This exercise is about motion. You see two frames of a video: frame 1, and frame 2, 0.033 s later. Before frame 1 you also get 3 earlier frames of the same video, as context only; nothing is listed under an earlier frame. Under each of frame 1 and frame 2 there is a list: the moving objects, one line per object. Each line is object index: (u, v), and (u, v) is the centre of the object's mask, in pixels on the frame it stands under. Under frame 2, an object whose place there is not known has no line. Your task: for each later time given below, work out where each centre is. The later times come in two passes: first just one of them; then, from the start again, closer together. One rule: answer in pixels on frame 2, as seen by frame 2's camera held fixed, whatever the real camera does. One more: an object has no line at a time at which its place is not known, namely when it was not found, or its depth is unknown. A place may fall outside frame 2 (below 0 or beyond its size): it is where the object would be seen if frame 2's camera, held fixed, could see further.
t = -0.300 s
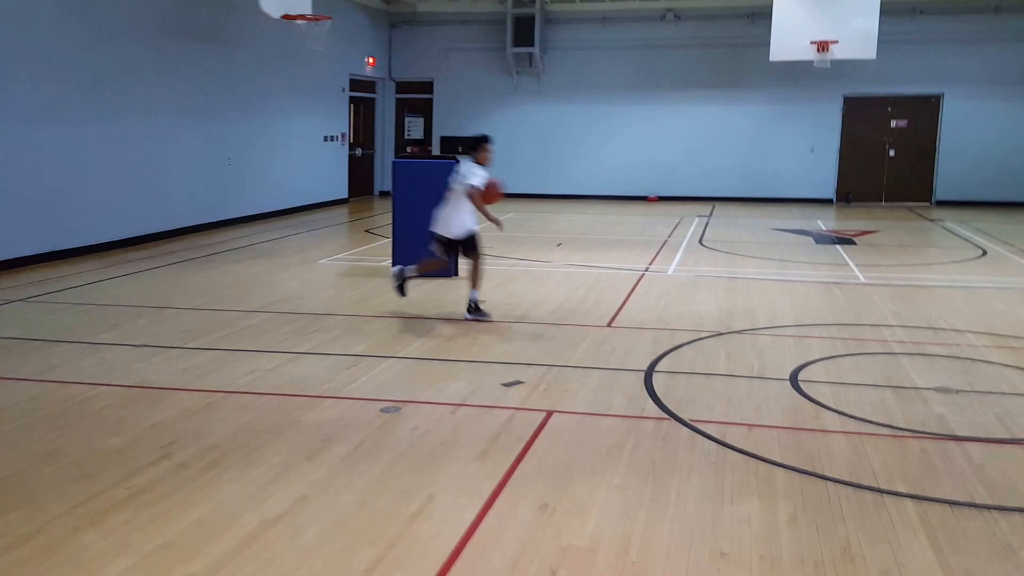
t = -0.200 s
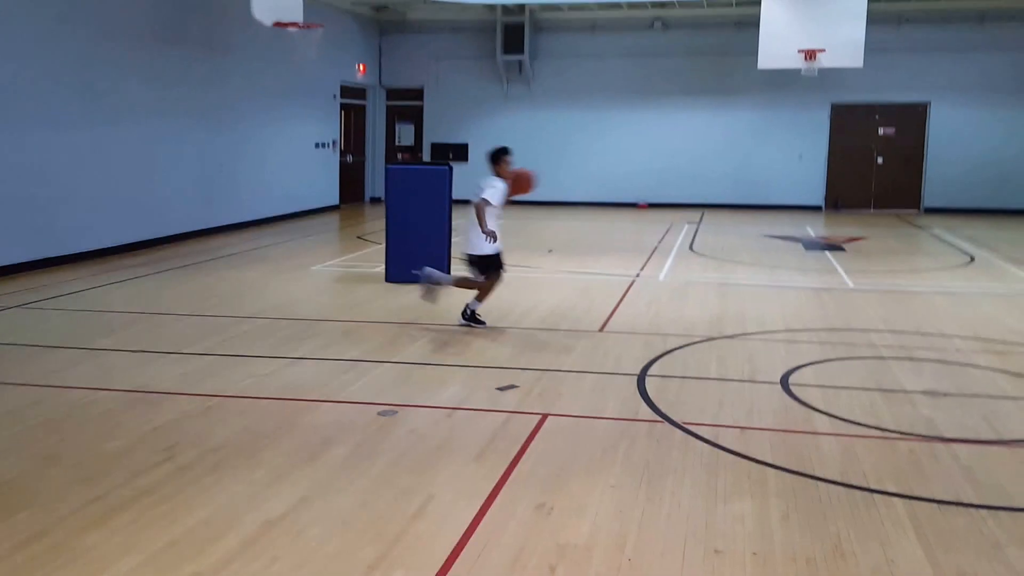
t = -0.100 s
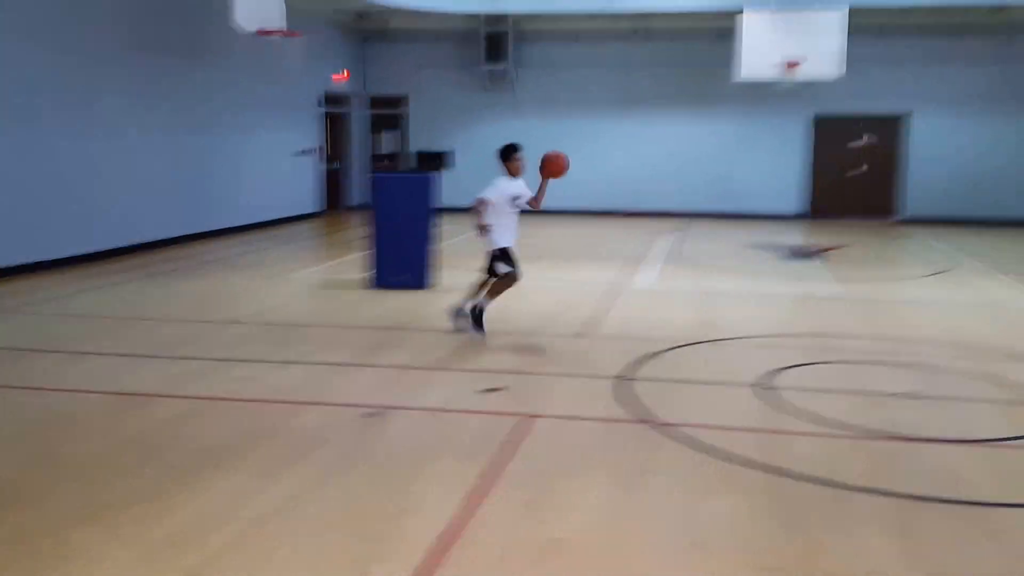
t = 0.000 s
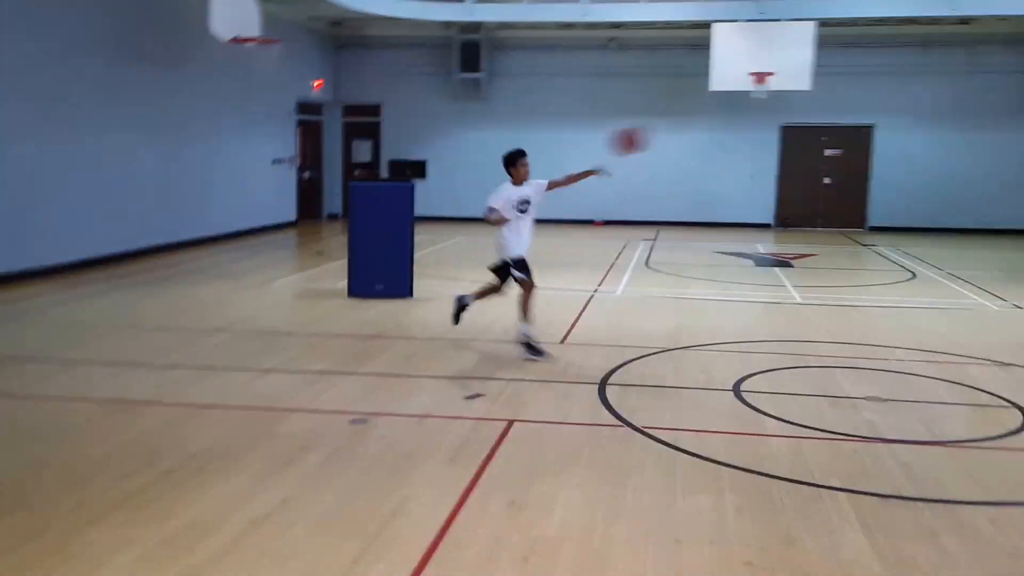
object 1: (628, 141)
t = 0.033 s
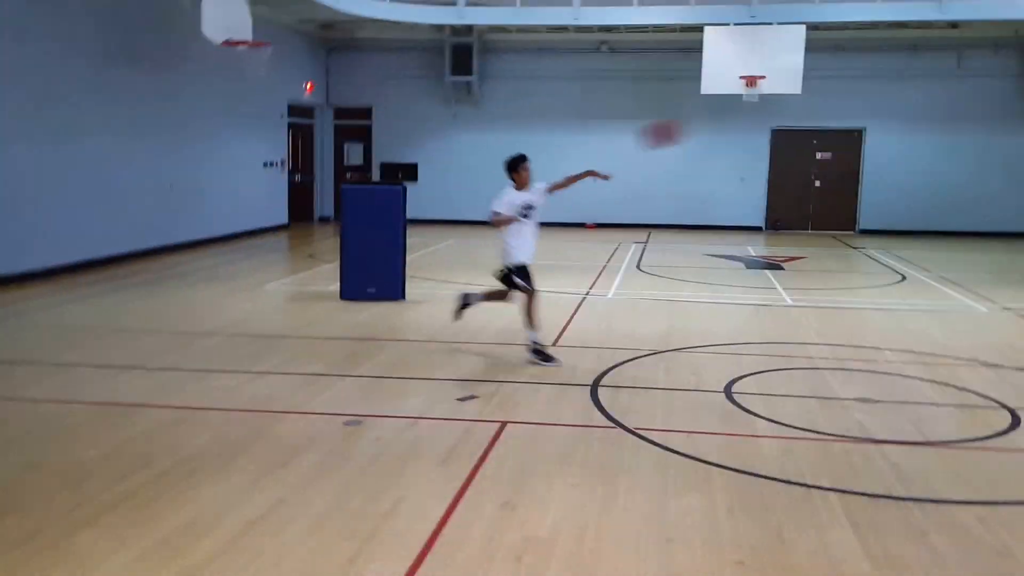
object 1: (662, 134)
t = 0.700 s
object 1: (1043, 136)
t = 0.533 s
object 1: (1055, 291)
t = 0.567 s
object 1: (1055, 260)
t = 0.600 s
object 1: (1053, 219)
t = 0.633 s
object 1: (1050, 192)
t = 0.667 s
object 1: (1047, 166)
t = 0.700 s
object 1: (1043, 136)
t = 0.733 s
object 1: (1036, 108)
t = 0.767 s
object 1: (1031, 86)
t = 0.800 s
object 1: (1025, 66)
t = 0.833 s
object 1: (1021, 48)
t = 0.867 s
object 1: (1013, 30)
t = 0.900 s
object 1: (1006, 16)
